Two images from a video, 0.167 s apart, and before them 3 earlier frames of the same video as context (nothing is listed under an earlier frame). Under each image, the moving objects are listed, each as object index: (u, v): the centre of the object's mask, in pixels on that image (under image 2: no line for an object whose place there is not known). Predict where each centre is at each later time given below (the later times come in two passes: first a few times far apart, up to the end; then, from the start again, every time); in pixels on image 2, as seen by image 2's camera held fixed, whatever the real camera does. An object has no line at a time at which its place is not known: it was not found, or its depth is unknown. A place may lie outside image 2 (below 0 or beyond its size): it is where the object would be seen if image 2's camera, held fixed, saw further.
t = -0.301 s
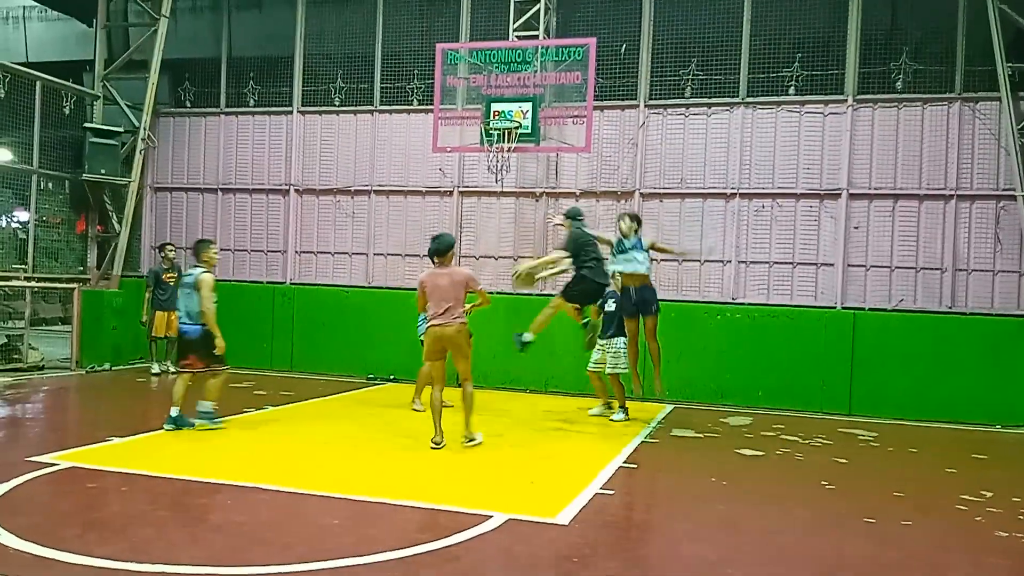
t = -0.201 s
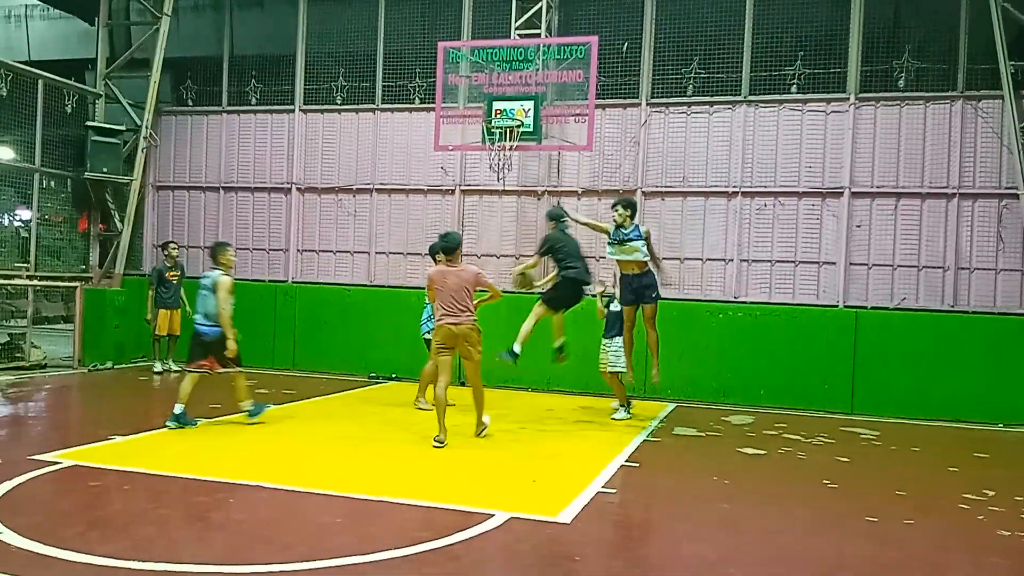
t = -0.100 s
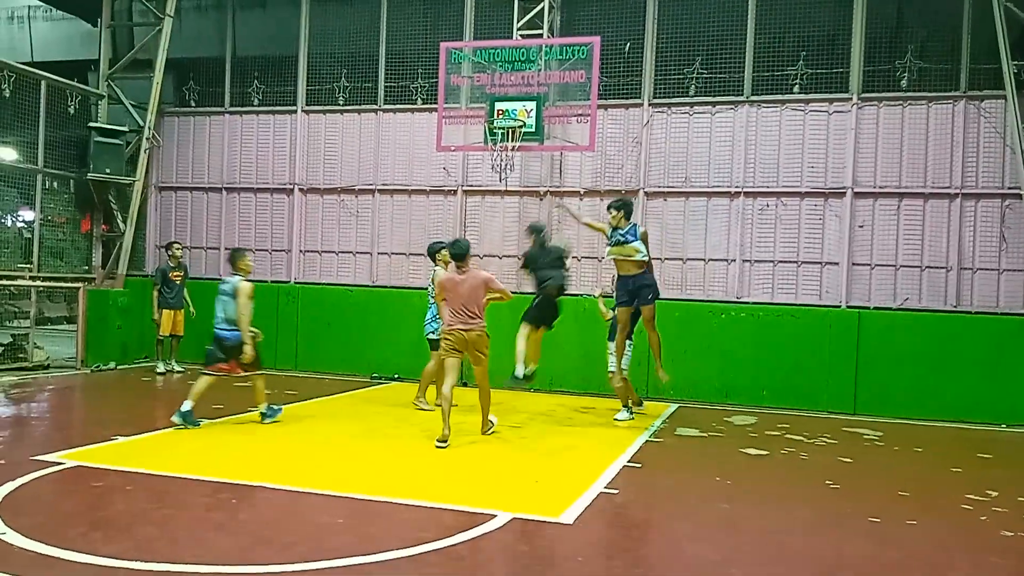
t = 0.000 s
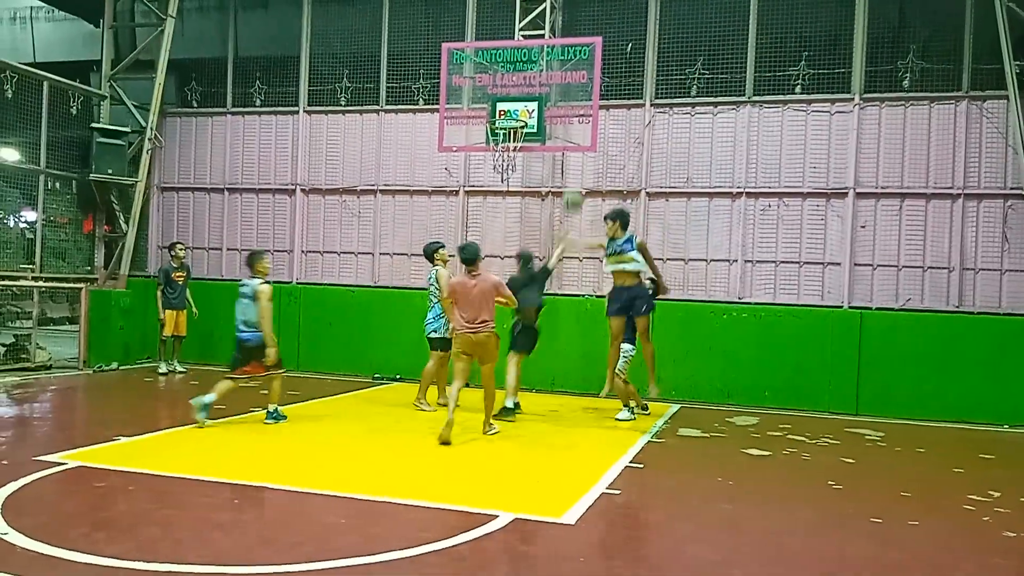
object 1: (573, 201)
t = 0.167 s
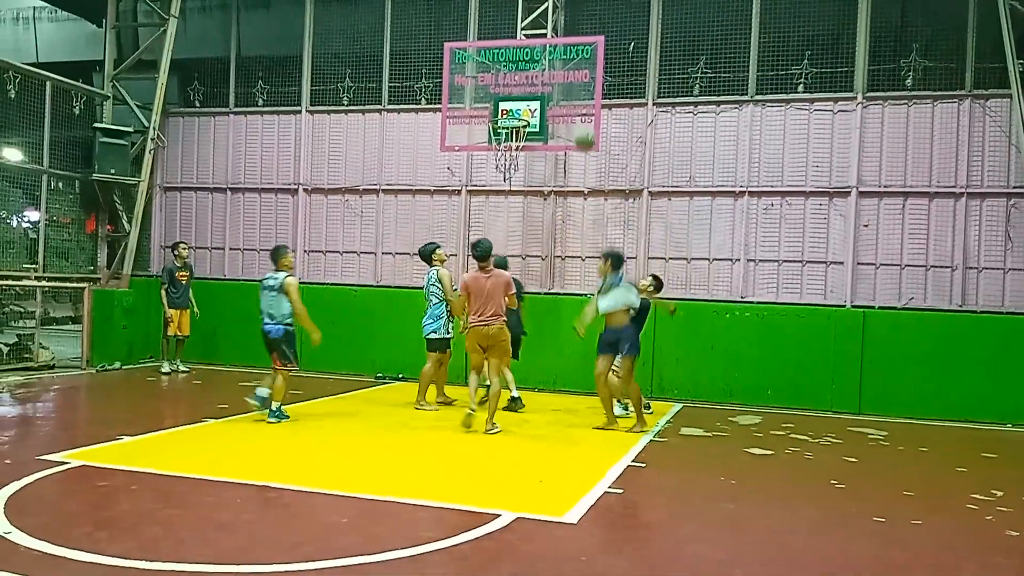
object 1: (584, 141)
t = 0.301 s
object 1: (591, 108)
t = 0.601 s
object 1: (605, 101)
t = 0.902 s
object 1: (615, 174)
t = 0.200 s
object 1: (586, 129)
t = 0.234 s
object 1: (588, 121)
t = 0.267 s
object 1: (589, 114)
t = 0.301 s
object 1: (591, 108)
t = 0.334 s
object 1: (593, 104)
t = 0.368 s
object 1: (595, 100)
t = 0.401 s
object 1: (596, 97)
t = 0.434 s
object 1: (598, 96)
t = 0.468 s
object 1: (600, 95)
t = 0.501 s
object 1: (601, 95)
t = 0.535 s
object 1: (602, 96)
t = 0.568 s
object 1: (603, 98)
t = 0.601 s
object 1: (605, 101)
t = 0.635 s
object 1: (606, 105)
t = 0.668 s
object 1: (608, 110)
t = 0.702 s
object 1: (609, 116)
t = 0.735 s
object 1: (609, 122)
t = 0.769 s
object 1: (610, 132)
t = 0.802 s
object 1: (611, 141)
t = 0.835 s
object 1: (612, 152)
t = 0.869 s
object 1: (614, 163)
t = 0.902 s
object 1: (615, 174)
